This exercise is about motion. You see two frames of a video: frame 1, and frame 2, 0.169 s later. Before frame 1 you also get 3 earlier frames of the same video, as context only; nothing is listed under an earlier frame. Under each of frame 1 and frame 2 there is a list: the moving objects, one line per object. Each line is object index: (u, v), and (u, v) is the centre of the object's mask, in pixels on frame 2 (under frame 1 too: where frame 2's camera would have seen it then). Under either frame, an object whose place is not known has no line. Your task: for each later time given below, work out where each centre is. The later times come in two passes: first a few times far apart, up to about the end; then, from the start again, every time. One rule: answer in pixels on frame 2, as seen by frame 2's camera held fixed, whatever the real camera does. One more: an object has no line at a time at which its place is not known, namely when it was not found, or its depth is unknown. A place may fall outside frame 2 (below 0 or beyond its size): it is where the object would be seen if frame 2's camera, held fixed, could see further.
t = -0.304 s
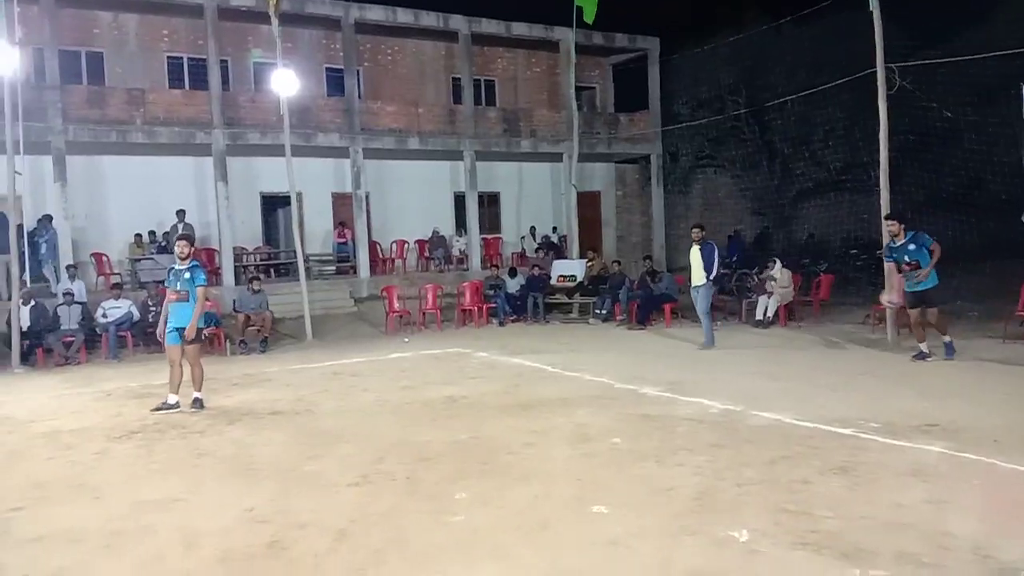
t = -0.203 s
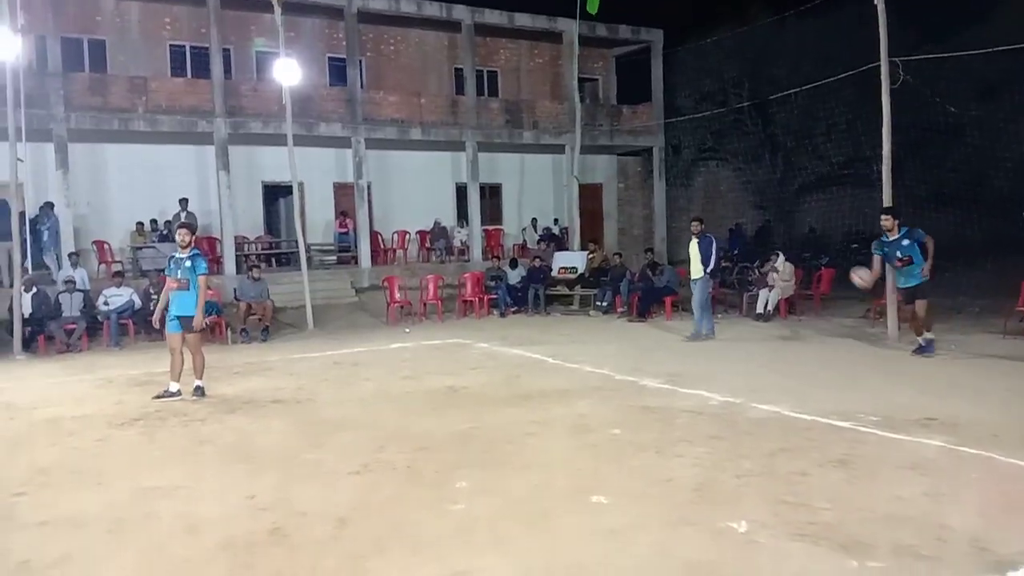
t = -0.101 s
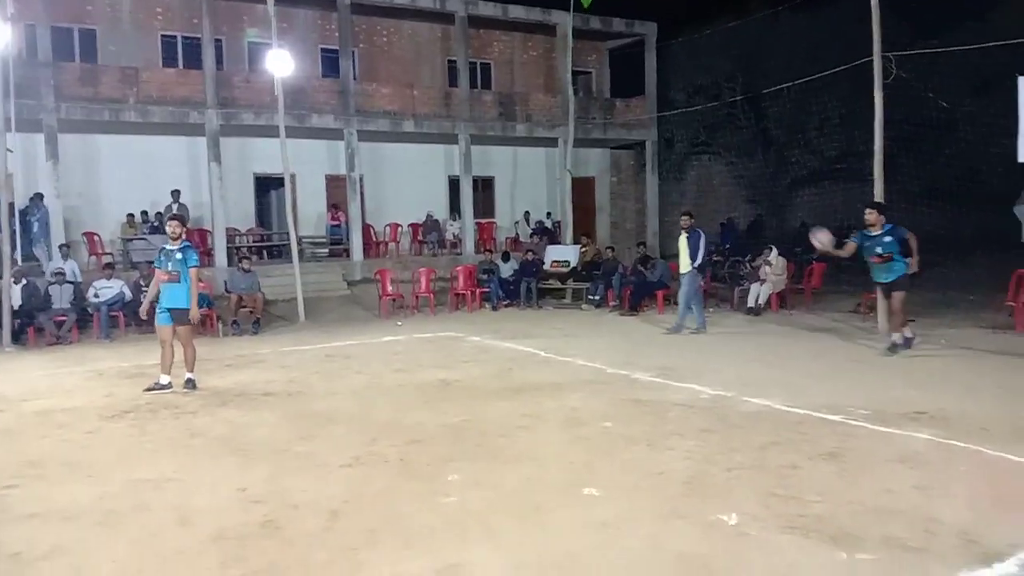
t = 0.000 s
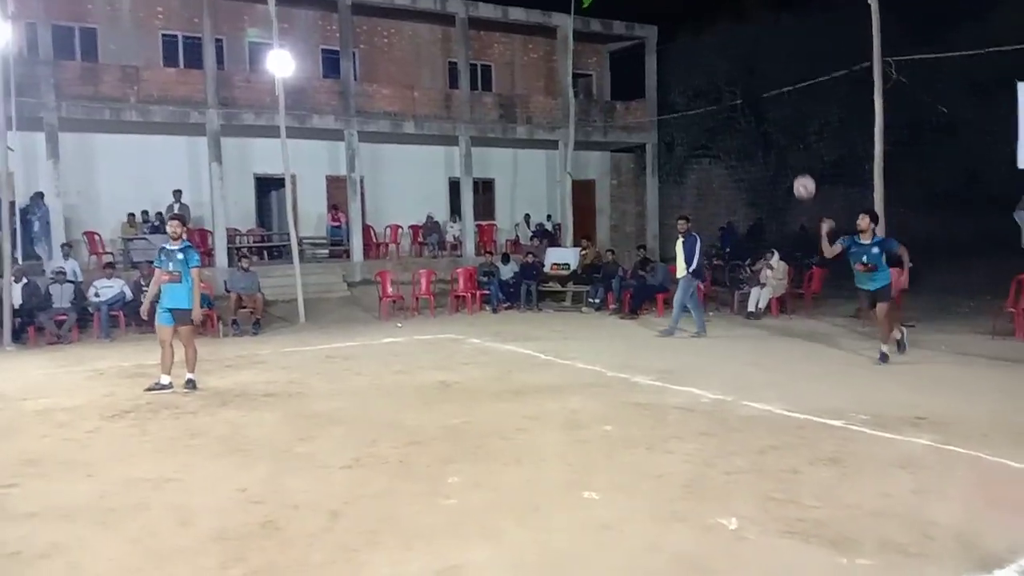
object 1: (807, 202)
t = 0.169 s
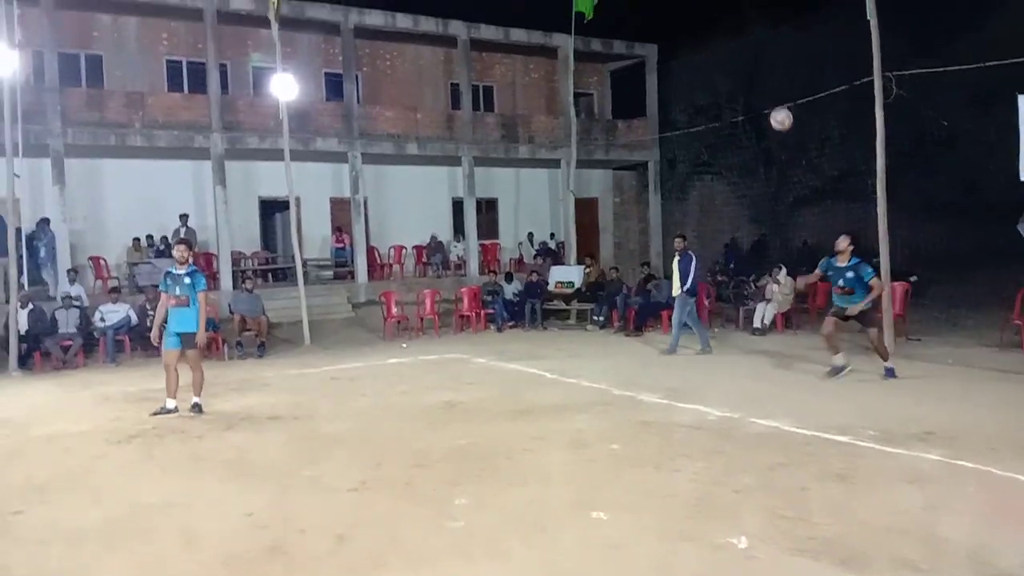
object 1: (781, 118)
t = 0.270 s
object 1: (764, 80)
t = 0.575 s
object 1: (715, 21)
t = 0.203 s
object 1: (775, 105)
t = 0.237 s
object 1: (770, 91)
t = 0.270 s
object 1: (764, 80)
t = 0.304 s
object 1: (758, 70)
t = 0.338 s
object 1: (753, 60)
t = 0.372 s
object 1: (748, 51)
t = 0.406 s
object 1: (743, 43)
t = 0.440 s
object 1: (738, 36)
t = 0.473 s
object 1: (732, 30)
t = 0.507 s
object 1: (726, 26)
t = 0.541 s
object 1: (720, 23)
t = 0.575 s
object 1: (715, 21)
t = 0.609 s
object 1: (710, 18)
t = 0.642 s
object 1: (705, 17)
